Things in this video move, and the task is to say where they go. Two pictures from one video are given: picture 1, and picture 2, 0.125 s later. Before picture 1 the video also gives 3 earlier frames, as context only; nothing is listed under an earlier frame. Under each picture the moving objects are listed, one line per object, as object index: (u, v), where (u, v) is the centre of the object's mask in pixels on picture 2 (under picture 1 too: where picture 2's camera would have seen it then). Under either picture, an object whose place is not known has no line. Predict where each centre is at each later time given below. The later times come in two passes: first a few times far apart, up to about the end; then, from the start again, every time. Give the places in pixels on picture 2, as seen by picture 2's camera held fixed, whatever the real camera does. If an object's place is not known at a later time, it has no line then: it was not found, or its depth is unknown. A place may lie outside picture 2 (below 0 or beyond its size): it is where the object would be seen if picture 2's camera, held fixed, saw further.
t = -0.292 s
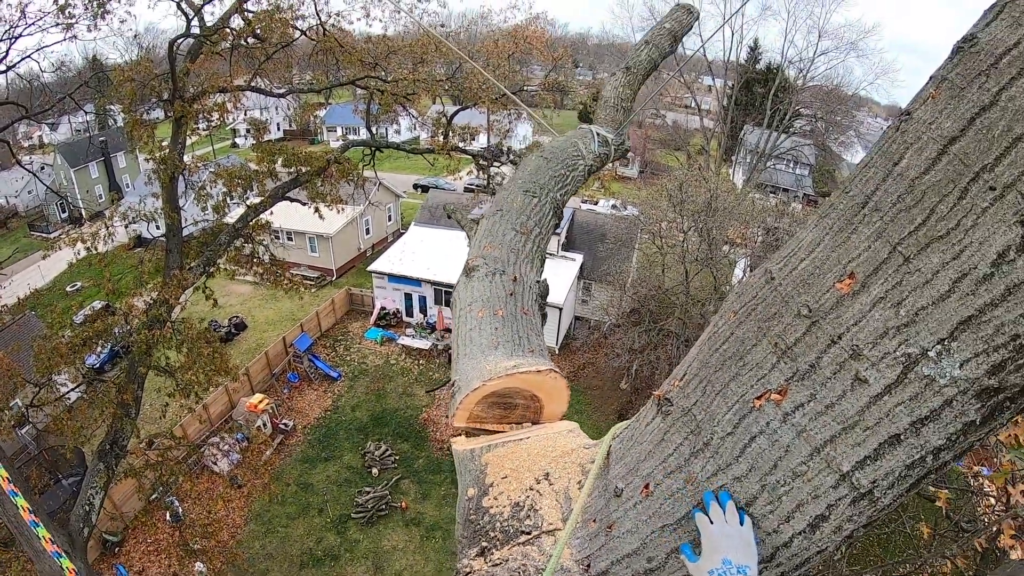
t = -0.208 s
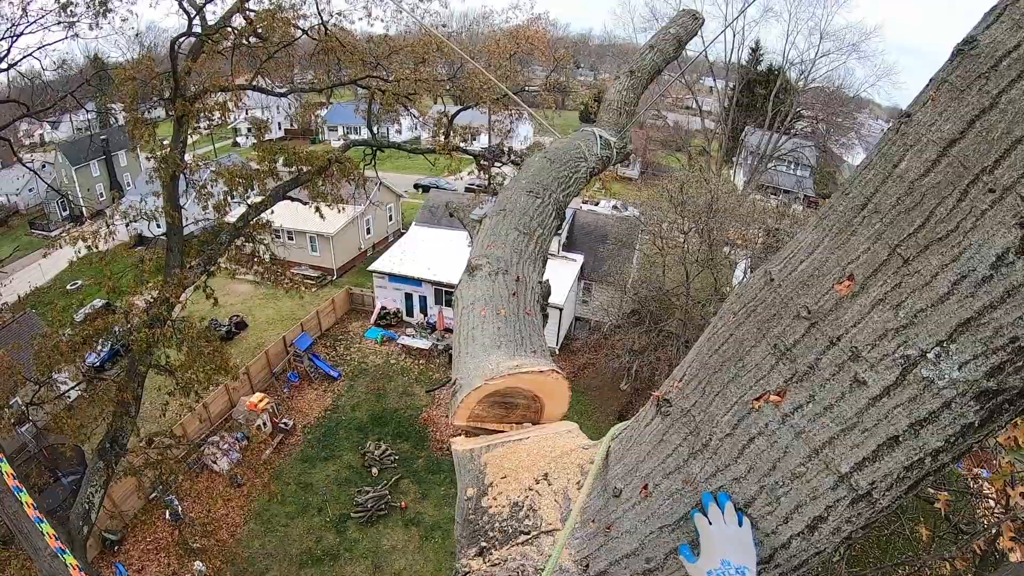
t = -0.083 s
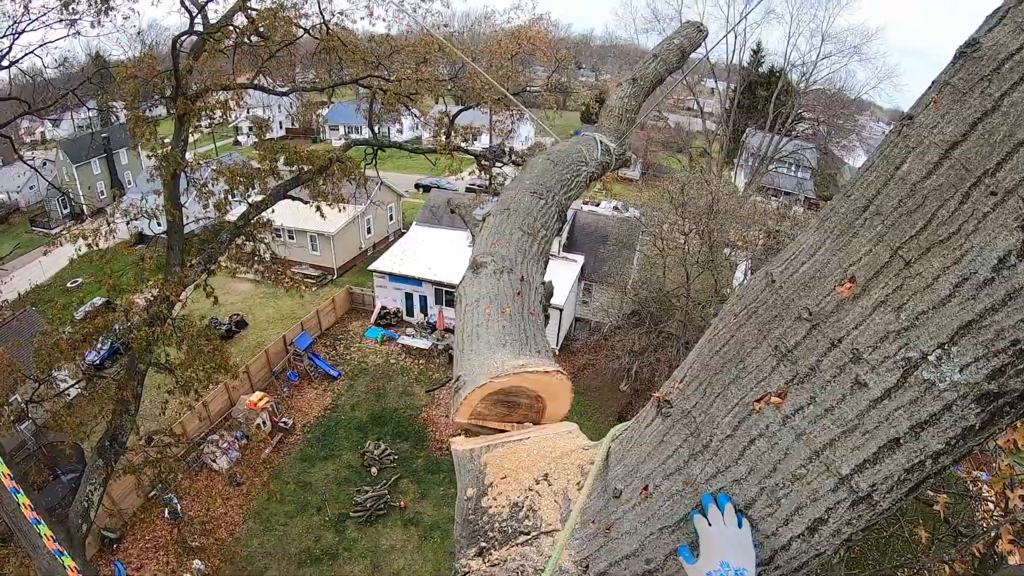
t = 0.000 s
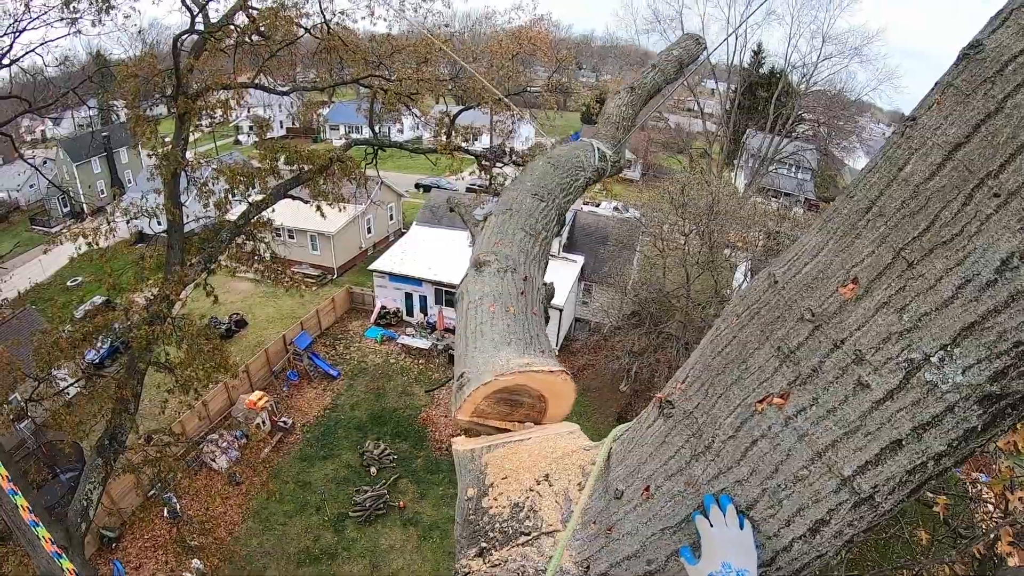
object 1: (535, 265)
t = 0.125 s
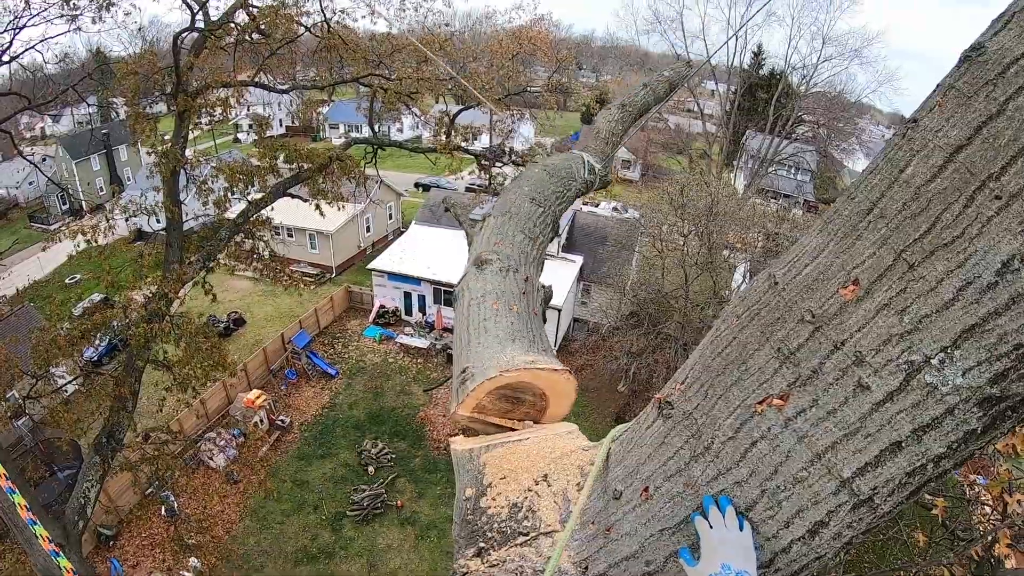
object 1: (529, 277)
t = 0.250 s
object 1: (525, 285)
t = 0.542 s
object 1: (515, 303)
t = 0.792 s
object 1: (516, 309)
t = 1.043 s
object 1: (523, 310)
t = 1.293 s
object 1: (539, 313)
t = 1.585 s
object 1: (566, 319)
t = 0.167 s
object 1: (528, 280)
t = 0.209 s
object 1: (526, 284)
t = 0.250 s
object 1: (525, 285)
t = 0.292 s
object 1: (523, 288)
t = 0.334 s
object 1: (522, 291)
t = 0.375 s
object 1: (520, 294)
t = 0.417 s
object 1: (519, 296)
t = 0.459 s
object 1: (517, 299)
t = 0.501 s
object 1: (516, 300)
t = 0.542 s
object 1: (515, 303)
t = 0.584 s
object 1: (515, 304)
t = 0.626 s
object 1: (514, 305)
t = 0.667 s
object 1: (515, 306)
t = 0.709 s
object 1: (515, 307)
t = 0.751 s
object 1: (515, 308)
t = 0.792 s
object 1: (516, 309)
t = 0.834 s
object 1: (516, 309)
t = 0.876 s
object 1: (517, 309)
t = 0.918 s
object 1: (519, 310)
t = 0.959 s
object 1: (520, 309)
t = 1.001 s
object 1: (521, 310)
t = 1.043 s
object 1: (523, 310)
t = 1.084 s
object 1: (525, 310)
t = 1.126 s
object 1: (527, 310)
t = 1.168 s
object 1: (529, 311)
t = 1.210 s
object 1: (532, 312)
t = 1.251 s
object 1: (535, 311)
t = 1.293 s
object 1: (539, 313)
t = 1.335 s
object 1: (542, 316)
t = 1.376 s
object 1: (544, 317)
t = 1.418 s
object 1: (546, 318)
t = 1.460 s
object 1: (549, 318)
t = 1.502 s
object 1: (554, 319)
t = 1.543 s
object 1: (560, 319)
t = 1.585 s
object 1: (566, 319)
